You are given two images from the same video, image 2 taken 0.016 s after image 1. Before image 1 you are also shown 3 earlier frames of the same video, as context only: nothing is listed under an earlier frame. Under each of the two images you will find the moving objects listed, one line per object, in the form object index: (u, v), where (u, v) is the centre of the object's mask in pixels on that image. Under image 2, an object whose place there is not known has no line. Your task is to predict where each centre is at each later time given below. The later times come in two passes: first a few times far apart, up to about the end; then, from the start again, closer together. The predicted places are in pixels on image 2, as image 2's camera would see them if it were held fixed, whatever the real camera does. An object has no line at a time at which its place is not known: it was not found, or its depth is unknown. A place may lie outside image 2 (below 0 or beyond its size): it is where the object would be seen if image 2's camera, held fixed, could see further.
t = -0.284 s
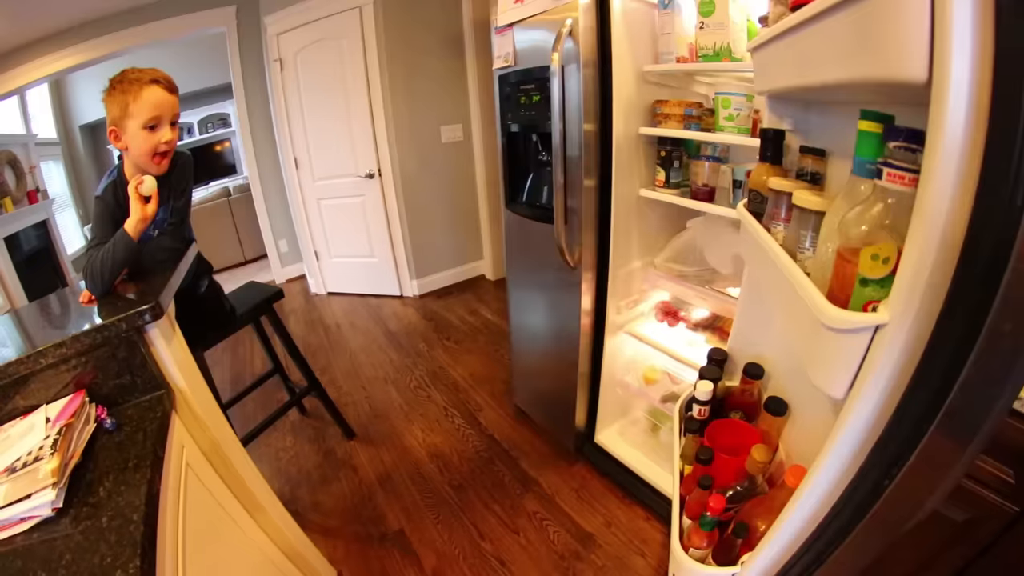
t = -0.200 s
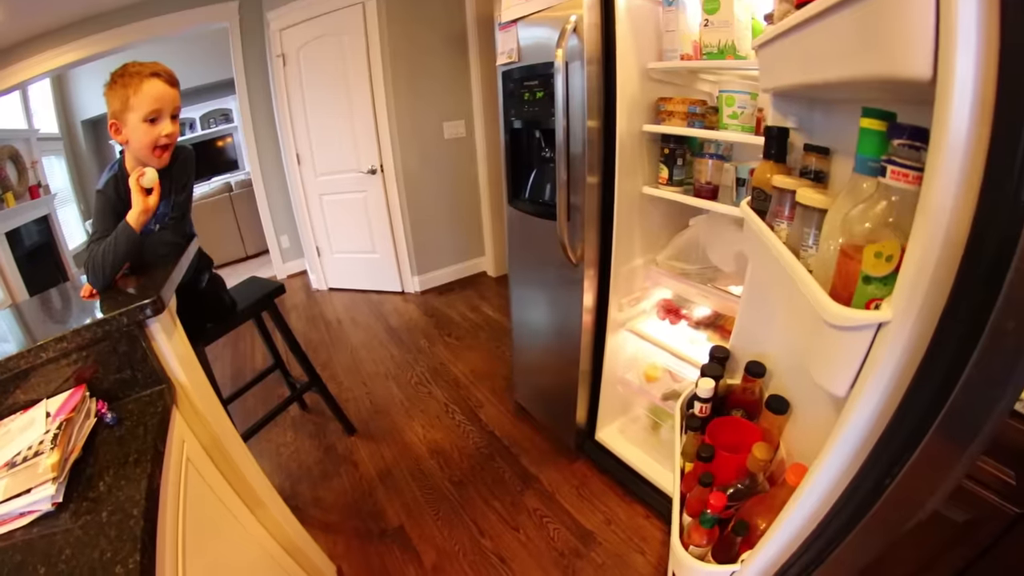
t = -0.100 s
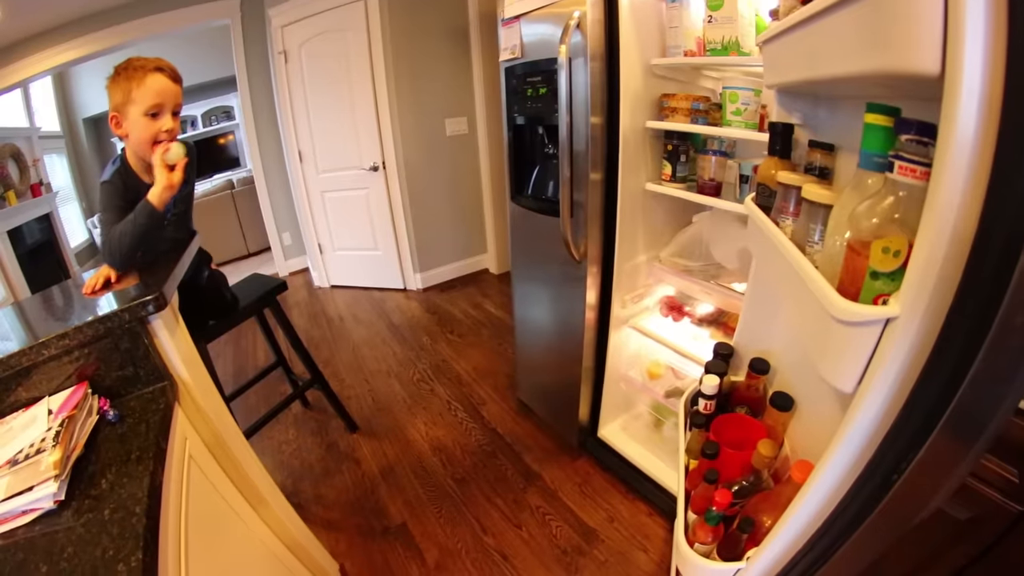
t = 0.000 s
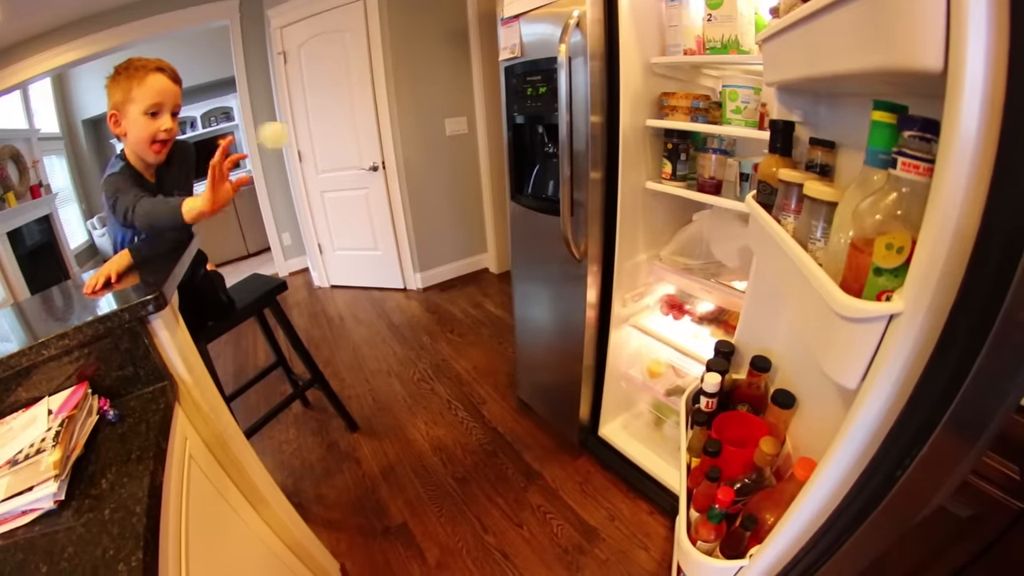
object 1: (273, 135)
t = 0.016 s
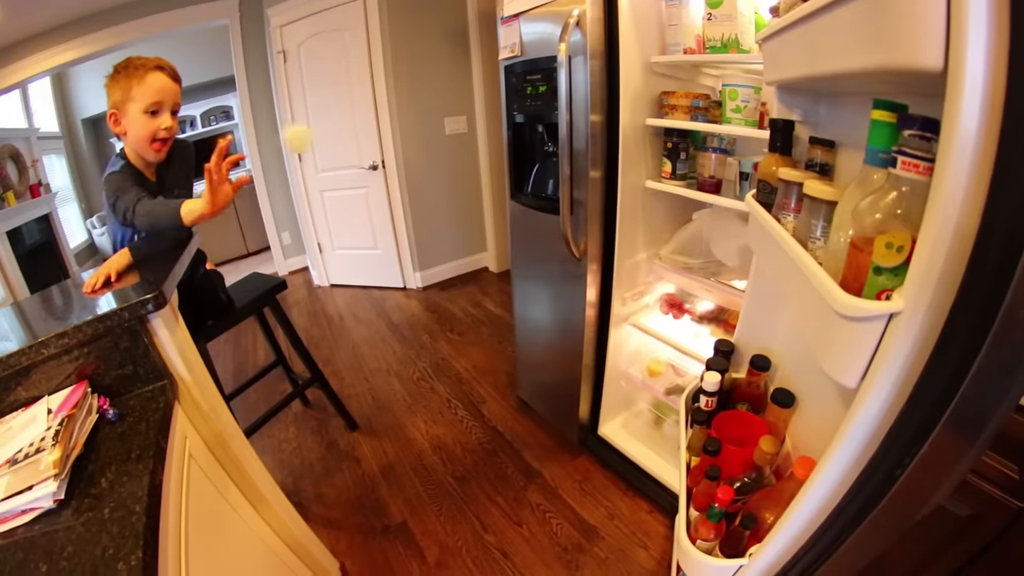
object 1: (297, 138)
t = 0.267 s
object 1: (727, 354)
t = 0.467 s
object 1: (616, 454)
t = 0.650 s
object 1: (538, 564)
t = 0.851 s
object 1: (508, 478)
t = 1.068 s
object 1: (476, 461)
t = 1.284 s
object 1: (475, 533)
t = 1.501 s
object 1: (447, 505)
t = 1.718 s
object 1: (432, 518)
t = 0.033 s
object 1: (324, 143)
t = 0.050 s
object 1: (352, 152)
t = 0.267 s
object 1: (727, 354)
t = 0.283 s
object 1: (738, 324)
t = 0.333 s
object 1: (731, 317)
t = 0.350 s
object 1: (722, 328)
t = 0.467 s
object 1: (616, 454)
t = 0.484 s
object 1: (609, 464)
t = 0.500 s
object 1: (599, 478)
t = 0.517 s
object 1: (589, 490)
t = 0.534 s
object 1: (581, 502)
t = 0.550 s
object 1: (572, 513)
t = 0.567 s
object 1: (565, 524)
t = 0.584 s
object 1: (559, 533)
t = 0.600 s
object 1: (553, 542)
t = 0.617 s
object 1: (547, 551)
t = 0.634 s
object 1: (542, 558)
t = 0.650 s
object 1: (538, 564)
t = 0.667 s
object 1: (536, 557)
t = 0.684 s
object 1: (534, 550)
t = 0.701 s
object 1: (531, 542)
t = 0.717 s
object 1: (529, 534)
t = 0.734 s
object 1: (527, 527)
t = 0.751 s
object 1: (524, 519)
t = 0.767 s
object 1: (521, 512)
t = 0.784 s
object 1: (519, 504)
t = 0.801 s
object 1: (516, 497)
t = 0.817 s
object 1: (513, 490)
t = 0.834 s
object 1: (510, 484)
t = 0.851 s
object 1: (508, 478)
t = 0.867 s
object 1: (505, 472)
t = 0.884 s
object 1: (501, 467)
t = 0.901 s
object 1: (498, 462)
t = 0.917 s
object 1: (496, 459)
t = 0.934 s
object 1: (493, 456)
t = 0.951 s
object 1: (490, 454)
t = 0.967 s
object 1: (488, 453)
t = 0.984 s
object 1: (485, 452)
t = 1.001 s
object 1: (484, 452)
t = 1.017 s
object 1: (482, 453)
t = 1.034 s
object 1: (480, 455)
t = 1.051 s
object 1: (478, 458)
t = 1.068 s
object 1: (476, 461)
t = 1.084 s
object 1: (475, 464)
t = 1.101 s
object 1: (474, 468)
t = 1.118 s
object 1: (473, 472)
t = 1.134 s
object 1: (473, 478)
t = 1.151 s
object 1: (472, 483)
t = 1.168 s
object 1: (472, 489)
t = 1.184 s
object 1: (472, 496)
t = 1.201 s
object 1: (472, 502)
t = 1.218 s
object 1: (473, 508)
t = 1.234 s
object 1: (473, 514)
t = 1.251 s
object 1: (473, 520)
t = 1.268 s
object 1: (474, 526)
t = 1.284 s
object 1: (475, 533)
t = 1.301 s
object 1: (475, 540)
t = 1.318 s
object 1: (476, 546)
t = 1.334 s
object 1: (474, 544)
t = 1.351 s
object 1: (471, 539)
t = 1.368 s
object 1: (468, 534)
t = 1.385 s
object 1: (465, 529)
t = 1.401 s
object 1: (462, 525)
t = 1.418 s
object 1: (460, 520)
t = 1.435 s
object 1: (457, 517)
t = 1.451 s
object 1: (454, 514)
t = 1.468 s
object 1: (451, 511)
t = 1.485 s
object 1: (449, 508)
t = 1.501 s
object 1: (447, 505)
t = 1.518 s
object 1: (444, 503)
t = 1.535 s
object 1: (443, 501)
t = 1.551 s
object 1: (441, 501)
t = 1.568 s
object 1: (439, 500)
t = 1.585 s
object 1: (438, 500)
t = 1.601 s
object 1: (436, 501)
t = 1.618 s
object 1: (435, 502)
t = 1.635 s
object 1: (434, 504)
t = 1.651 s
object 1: (433, 506)
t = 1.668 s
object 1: (433, 508)
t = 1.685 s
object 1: (432, 511)
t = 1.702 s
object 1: (432, 514)
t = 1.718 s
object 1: (432, 518)
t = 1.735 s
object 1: (432, 521)
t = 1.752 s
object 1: (433, 525)
